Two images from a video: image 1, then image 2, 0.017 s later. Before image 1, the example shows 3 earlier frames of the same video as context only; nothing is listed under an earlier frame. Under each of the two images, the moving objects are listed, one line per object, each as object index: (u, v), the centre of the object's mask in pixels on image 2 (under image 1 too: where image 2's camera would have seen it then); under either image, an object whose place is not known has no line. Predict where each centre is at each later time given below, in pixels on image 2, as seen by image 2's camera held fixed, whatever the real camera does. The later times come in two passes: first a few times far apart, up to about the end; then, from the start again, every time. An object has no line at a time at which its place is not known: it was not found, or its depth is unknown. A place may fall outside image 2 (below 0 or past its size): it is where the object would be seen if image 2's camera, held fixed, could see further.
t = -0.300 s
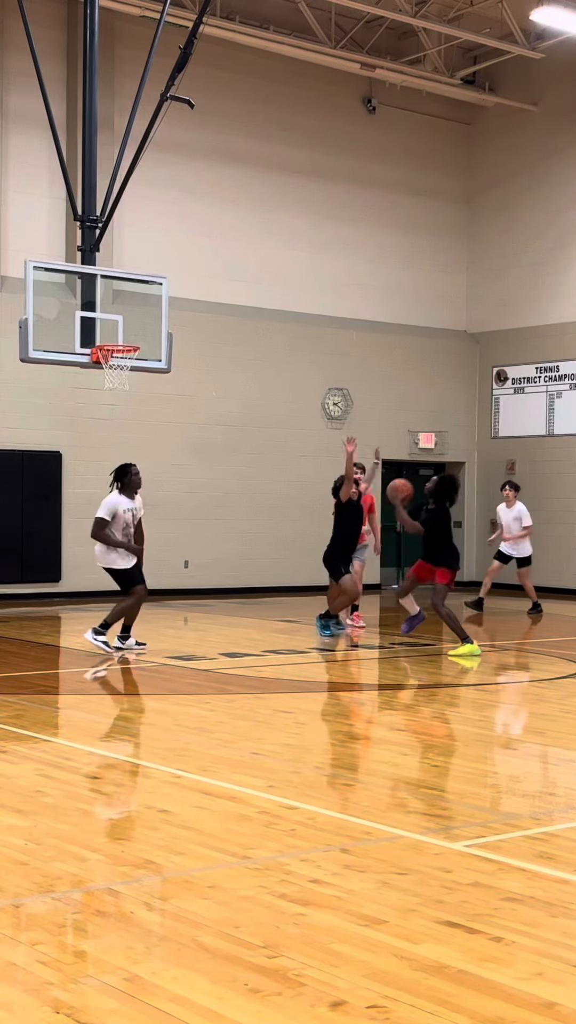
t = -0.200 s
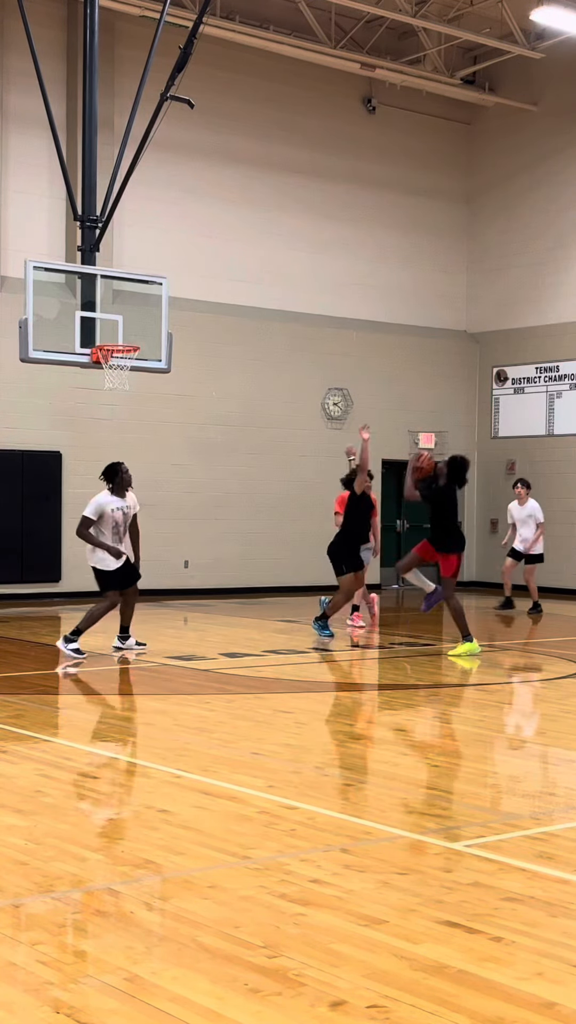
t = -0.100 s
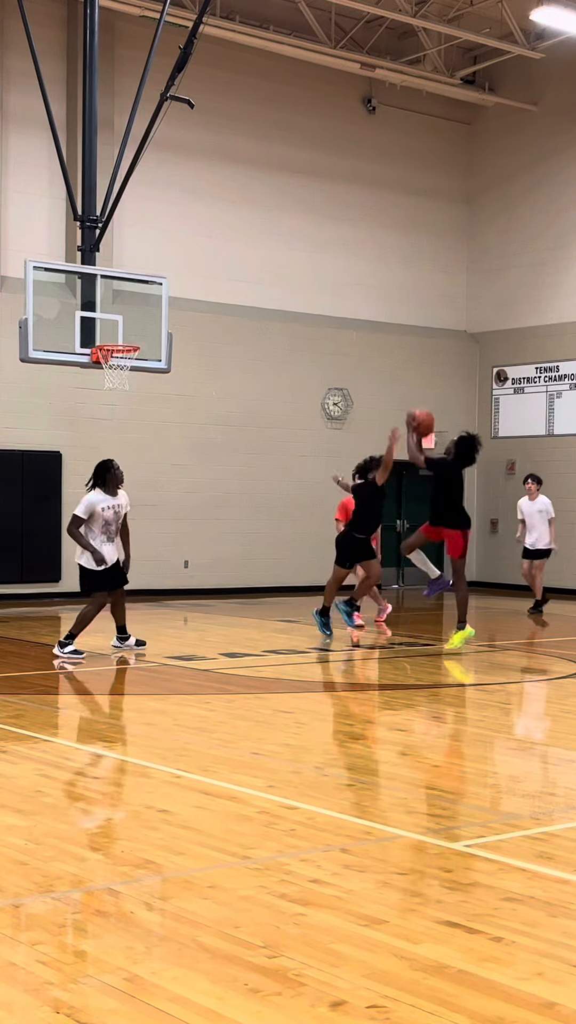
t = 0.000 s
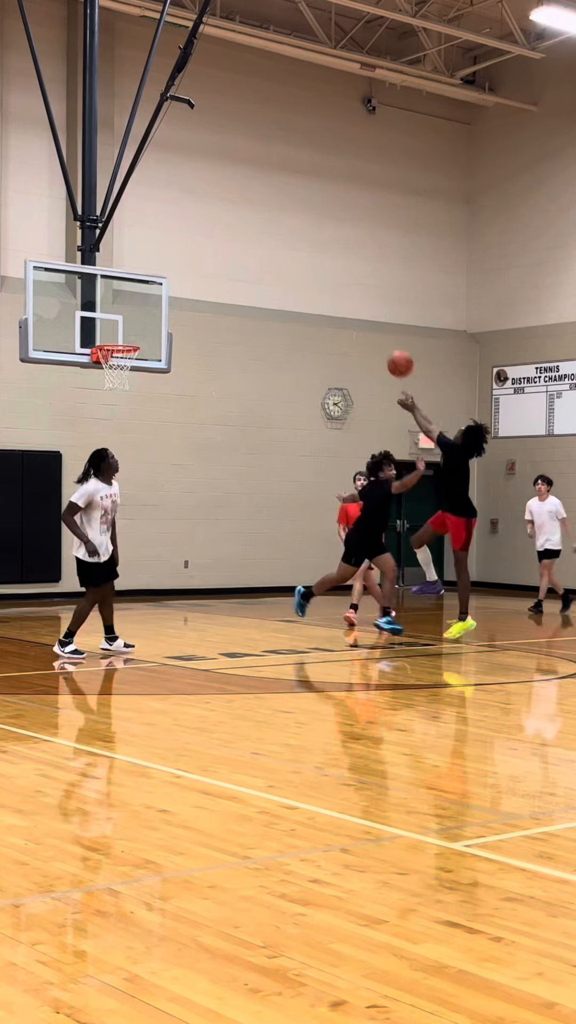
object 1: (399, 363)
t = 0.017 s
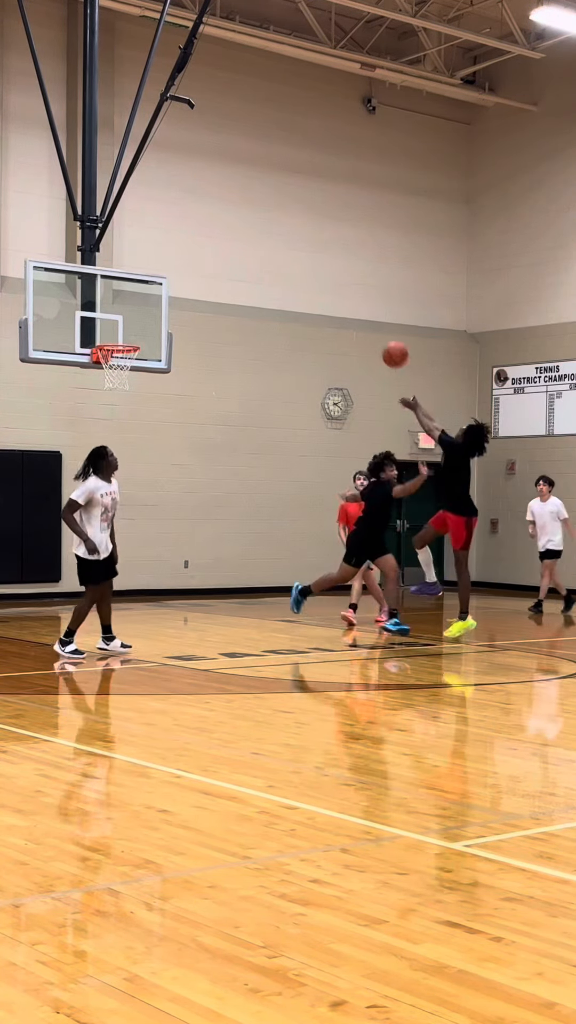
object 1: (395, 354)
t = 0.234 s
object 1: (332, 262)
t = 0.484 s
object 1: (268, 218)
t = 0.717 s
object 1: (211, 234)
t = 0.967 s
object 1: (154, 303)
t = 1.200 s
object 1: (118, 321)
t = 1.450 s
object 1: (107, 321)
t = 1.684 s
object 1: (121, 336)
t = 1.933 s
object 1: (116, 335)
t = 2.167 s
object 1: (120, 341)
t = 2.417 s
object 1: (131, 375)
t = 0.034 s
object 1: (391, 345)
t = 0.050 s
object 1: (384, 336)
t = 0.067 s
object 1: (381, 328)
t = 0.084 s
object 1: (374, 320)
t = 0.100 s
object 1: (369, 312)
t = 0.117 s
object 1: (363, 304)
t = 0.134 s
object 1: (358, 297)
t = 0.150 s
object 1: (353, 291)
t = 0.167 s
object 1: (349, 285)
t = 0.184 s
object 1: (345, 278)
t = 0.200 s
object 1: (341, 272)
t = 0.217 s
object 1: (336, 267)
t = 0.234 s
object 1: (332, 262)
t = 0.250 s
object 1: (327, 256)
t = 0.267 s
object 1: (323, 252)
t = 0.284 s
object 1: (319, 247)
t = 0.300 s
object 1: (315, 243)
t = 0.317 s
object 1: (311, 240)
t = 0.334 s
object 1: (306, 236)
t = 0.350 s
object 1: (302, 233)
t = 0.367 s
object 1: (298, 230)
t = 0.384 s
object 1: (293, 228)
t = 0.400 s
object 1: (289, 225)
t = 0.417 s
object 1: (285, 223)
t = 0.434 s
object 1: (280, 222)
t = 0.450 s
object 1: (276, 220)
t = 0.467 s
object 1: (272, 219)
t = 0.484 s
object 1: (268, 218)
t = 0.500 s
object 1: (263, 218)
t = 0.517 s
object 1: (259, 217)
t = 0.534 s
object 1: (255, 217)
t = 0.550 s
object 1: (251, 218)
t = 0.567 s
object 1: (247, 218)
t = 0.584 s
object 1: (243, 219)
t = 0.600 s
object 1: (239, 220)
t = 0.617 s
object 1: (235, 221)
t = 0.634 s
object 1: (231, 223)
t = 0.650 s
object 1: (227, 224)
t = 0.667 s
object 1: (223, 226)
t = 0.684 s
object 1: (219, 229)
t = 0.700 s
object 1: (215, 231)
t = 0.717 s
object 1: (211, 234)
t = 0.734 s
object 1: (207, 237)
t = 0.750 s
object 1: (203, 240)
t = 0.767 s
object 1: (199, 244)
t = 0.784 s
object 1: (195, 247)
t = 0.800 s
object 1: (192, 251)
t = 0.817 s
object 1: (188, 255)
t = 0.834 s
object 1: (184, 260)
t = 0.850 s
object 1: (180, 264)
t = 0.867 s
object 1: (176, 269)
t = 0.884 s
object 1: (173, 274)
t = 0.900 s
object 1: (169, 279)
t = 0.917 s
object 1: (165, 285)
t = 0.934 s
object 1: (162, 291)
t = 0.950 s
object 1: (158, 296)
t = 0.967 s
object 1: (154, 303)
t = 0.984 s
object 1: (150, 309)
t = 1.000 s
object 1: (147, 316)
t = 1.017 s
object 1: (144, 322)
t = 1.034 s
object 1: (140, 329)
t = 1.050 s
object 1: (136, 336)
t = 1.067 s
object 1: (135, 336)
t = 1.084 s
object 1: (133, 334)
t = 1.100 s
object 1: (131, 331)
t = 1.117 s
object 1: (128, 329)
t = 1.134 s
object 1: (126, 327)
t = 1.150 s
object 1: (125, 325)
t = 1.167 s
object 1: (122, 324)
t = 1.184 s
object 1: (120, 323)
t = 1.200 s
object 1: (118, 321)
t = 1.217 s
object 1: (116, 321)
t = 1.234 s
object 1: (114, 320)
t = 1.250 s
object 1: (112, 319)
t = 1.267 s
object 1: (110, 320)
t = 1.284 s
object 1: (108, 320)
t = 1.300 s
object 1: (106, 320)
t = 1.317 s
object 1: (104, 321)
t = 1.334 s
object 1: (103, 321)
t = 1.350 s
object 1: (103, 320)
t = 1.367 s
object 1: (104, 320)
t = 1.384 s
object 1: (104, 320)
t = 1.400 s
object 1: (105, 320)
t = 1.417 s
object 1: (106, 320)
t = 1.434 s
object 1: (106, 321)
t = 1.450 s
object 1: (107, 321)
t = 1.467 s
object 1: (108, 322)
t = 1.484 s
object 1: (108, 324)
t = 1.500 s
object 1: (109, 326)
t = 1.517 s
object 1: (110, 327)
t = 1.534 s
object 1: (110, 329)
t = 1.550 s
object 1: (111, 332)
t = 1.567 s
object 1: (112, 334)
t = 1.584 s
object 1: (112, 336)
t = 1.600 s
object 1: (113, 337)
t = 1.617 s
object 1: (114, 336)
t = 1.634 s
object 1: (116, 336)
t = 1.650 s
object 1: (117, 336)
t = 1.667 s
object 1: (119, 336)
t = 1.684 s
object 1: (121, 336)
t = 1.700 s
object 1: (122, 336)
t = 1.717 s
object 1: (124, 336)
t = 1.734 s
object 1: (125, 337)
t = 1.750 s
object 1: (127, 338)
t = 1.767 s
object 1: (129, 339)
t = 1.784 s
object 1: (129, 339)
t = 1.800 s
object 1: (127, 338)
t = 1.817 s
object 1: (126, 337)
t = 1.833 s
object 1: (124, 336)
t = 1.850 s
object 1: (123, 335)
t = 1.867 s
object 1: (121, 335)
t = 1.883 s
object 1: (120, 334)
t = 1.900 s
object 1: (118, 334)
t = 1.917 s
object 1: (117, 334)
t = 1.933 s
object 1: (116, 335)
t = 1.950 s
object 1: (114, 335)
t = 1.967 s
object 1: (112, 335)
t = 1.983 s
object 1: (111, 336)
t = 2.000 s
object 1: (109, 337)
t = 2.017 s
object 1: (108, 338)
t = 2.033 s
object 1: (106, 339)
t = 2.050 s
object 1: (107, 339)
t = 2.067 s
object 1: (109, 339)
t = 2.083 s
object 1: (111, 339)
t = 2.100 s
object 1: (112, 339)
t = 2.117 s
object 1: (113, 339)
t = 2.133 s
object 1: (116, 340)
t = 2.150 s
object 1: (118, 340)
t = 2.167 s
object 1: (120, 341)
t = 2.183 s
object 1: (121, 341)
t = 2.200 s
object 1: (123, 343)
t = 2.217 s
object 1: (123, 343)
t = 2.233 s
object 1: (129, 358)
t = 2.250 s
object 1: (129, 360)
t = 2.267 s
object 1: (126, 360)
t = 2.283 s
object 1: (128, 361)
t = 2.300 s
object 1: (127, 360)
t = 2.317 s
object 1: (127, 360)
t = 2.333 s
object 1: (129, 363)
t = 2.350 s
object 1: (127, 366)
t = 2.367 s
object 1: (130, 369)
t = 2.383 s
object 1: (129, 370)
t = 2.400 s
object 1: (131, 372)
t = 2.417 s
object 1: (131, 375)
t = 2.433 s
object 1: (128, 381)
